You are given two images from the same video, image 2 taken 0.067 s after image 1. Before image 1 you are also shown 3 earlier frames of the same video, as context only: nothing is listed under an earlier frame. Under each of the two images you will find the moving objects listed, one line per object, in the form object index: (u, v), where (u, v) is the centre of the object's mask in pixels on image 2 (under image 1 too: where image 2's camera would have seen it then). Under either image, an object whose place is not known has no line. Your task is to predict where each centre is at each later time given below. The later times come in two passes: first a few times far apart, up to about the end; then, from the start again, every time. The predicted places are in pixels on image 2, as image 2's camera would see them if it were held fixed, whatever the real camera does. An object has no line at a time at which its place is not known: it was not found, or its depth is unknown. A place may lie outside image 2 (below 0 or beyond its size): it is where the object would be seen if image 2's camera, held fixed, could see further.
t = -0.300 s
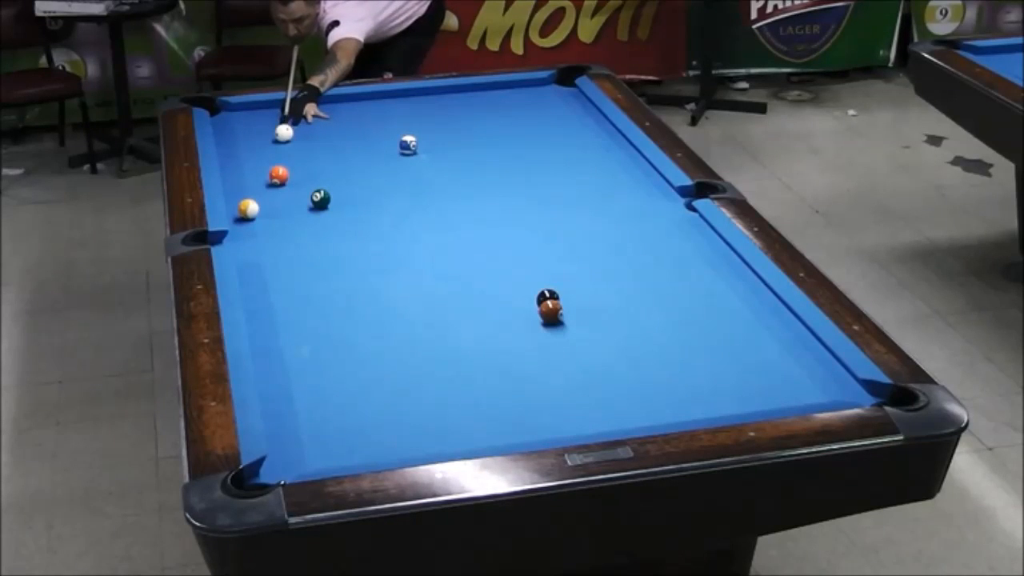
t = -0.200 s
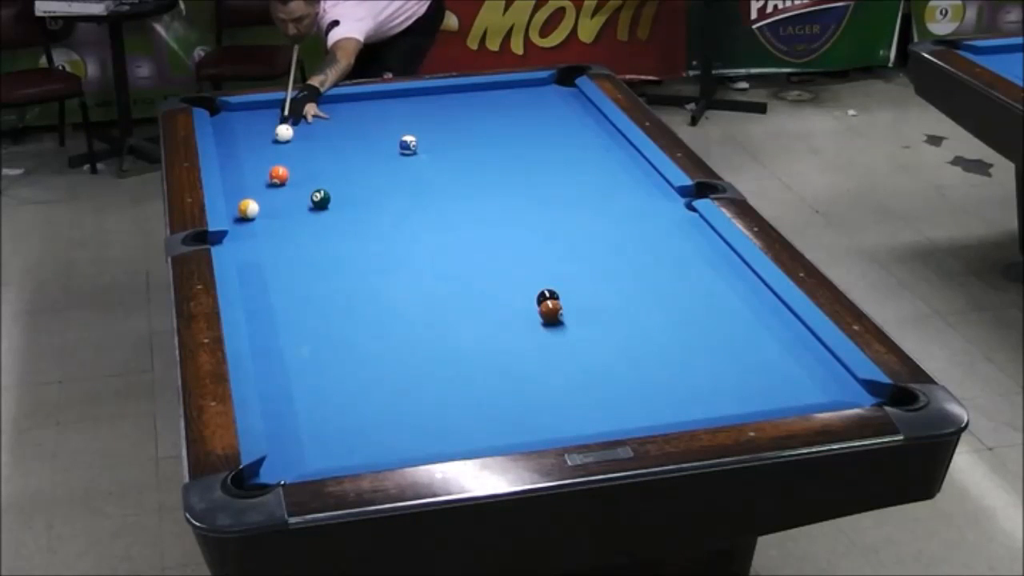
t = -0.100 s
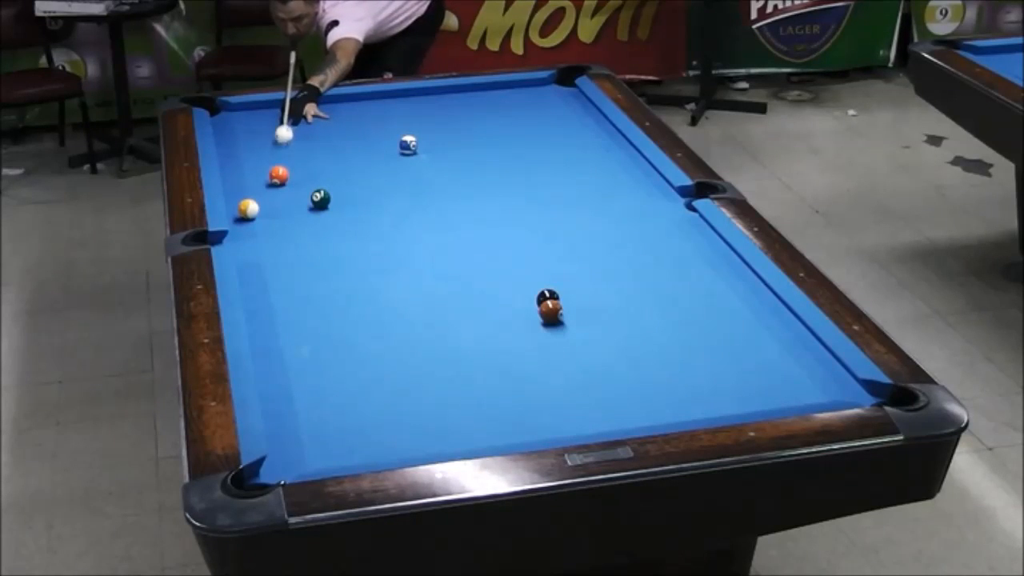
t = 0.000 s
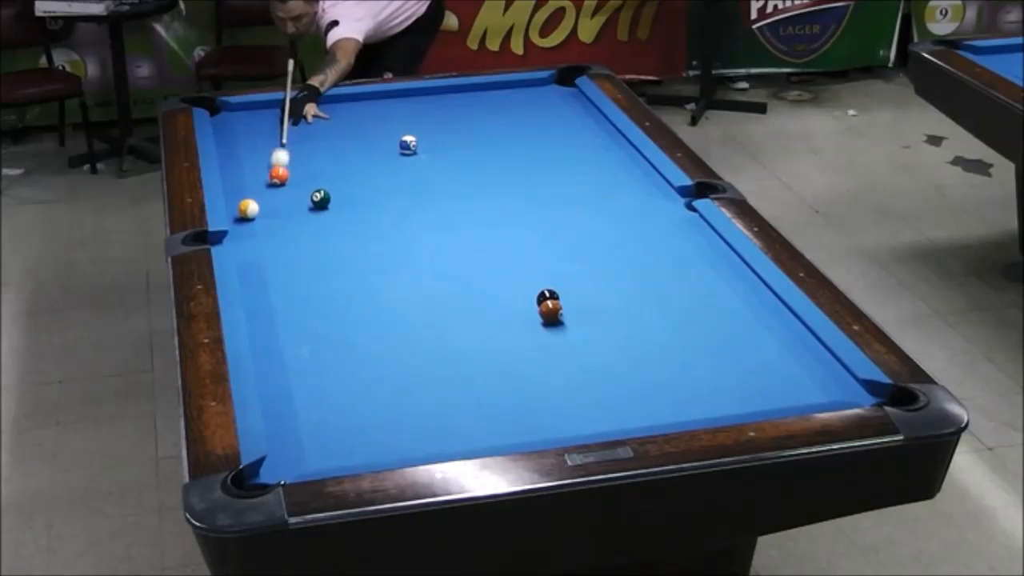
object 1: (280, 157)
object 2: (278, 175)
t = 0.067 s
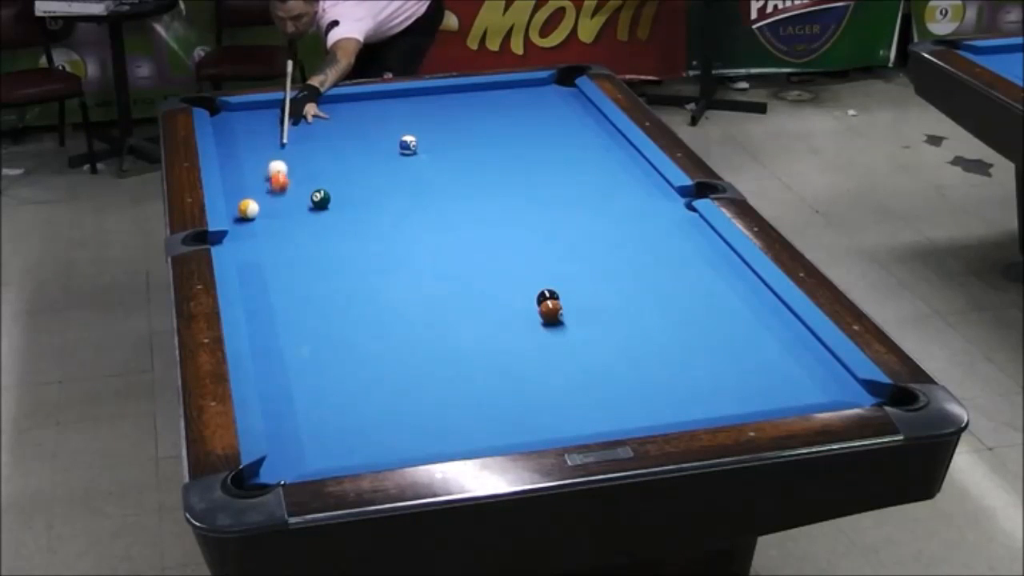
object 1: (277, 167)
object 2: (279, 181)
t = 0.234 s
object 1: (270, 171)
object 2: (281, 216)
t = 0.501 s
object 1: (262, 175)
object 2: (284, 270)
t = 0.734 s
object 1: (255, 177)
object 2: (287, 324)
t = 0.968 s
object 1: (249, 179)
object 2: (291, 385)
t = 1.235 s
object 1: (243, 181)
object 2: (294, 465)
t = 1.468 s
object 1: (241, 182)
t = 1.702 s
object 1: (239, 184)
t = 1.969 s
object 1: (237, 185)
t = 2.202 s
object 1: (236, 186)
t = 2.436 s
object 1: (235, 186)
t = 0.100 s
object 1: (276, 168)
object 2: (280, 189)
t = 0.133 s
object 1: (274, 170)
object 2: (280, 196)
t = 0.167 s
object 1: (273, 170)
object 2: (280, 203)
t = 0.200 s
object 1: (272, 171)
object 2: (280, 210)
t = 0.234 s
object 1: (270, 171)
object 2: (281, 216)
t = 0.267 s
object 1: (269, 172)
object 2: (282, 223)
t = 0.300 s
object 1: (268, 172)
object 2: (282, 230)
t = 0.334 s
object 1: (267, 173)
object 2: (282, 236)
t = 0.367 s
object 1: (266, 173)
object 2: (283, 243)
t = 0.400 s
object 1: (265, 173)
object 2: (283, 249)
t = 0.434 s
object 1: (264, 174)
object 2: (283, 256)
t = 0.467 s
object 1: (263, 174)
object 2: (284, 263)
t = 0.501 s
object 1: (262, 175)
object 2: (284, 270)
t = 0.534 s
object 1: (261, 175)
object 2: (285, 278)
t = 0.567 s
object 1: (260, 175)
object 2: (286, 284)
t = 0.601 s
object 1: (259, 176)
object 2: (286, 292)
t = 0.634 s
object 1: (258, 176)
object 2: (286, 300)
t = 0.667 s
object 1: (257, 176)
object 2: (287, 308)
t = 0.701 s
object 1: (256, 177)
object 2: (287, 315)
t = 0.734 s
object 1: (255, 177)
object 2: (287, 324)
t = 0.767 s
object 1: (254, 177)
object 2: (288, 332)
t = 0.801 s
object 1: (253, 178)
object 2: (289, 340)
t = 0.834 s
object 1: (252, 178)
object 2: (289, 349)
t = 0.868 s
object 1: (251, 178)
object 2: (290, 358)
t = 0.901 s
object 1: (251, 178)
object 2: (290, 368)
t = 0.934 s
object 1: (250, 179)
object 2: (291, 375)
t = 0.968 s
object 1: (249, 179)
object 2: (291, 385)
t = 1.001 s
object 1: (248, 179)
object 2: (292, 395)
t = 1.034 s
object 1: (247, 179)
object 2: (293, 405)
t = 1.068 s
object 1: (247, 180)
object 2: (293, 415)
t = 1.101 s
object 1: (246, 180)
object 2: (293, 426)
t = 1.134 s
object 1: (246, 180)
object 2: (294, 436)
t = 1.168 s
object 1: (245, 180)
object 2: (295, 449)
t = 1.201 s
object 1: (244, 181)
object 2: (296, 459)
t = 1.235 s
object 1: (243, 181)
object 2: (294, 465)
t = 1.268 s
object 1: (243, 181)
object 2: (283, 470)
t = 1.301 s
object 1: (243, 181)
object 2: (270, 473)
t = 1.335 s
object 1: (242, 181)
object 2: (259, 478)
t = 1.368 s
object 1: (242, 182)
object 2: (258, 485)
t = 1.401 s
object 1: (241, 182)
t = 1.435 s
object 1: (241, 182)
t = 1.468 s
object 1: (241, 182)
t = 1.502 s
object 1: (240, 182)
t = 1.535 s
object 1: (240, 183)
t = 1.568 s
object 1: (239, 183)
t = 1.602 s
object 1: (239, 183)
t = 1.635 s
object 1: (239, 183)
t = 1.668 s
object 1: (239, 183)
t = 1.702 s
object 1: (239, 184)
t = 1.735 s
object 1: (238, 184)
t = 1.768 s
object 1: (238, 184)
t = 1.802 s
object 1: (238, 184)
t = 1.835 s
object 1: (238, 185)
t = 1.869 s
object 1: (237, 185)
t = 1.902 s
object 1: (237, 185)
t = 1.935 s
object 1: (237, 185)
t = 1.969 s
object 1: (237, 185)
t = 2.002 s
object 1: (237, 185)
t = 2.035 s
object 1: (236, 185)
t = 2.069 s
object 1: (236, 186)
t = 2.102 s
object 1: (236, 186)
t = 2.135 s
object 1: (236, 185)
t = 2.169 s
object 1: (236, 186)
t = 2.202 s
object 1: (236, 186)
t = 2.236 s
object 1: (235, 186)
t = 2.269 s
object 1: (235, 186)
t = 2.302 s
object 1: (235, 186)
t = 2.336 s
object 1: (235, 186)
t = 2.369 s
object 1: (235, 186)
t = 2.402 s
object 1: (235, 186)
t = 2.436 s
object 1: (235, 186)
